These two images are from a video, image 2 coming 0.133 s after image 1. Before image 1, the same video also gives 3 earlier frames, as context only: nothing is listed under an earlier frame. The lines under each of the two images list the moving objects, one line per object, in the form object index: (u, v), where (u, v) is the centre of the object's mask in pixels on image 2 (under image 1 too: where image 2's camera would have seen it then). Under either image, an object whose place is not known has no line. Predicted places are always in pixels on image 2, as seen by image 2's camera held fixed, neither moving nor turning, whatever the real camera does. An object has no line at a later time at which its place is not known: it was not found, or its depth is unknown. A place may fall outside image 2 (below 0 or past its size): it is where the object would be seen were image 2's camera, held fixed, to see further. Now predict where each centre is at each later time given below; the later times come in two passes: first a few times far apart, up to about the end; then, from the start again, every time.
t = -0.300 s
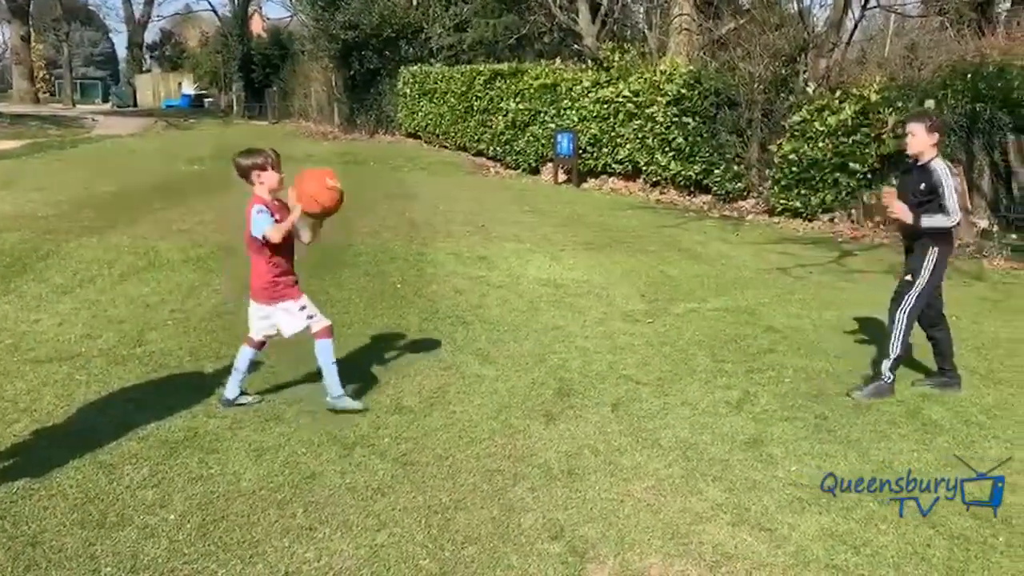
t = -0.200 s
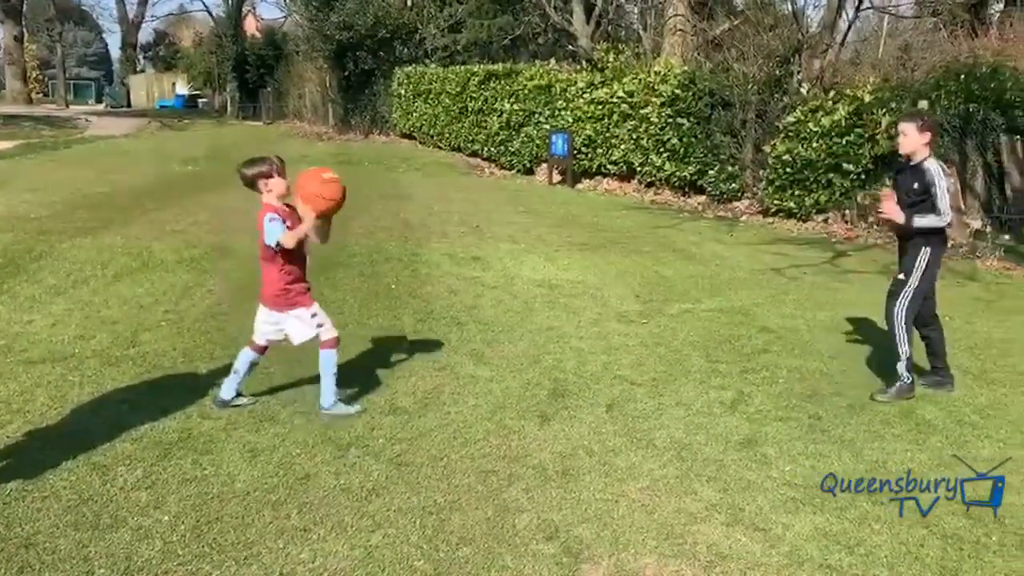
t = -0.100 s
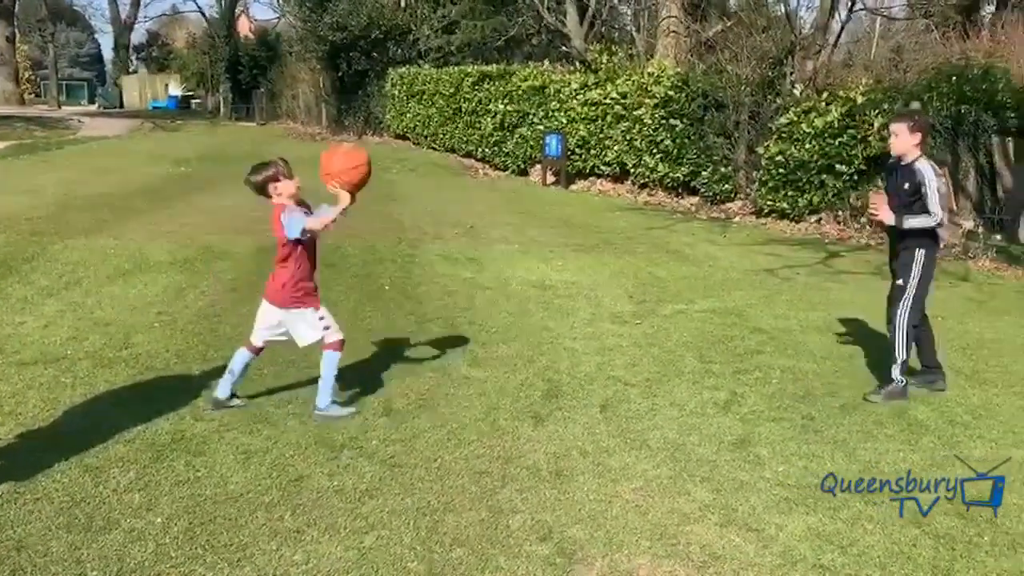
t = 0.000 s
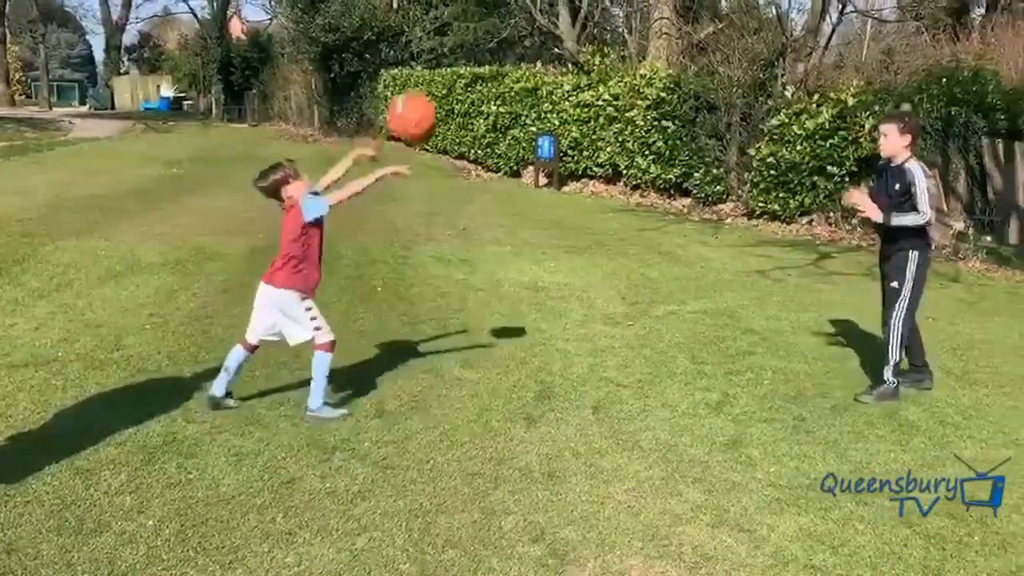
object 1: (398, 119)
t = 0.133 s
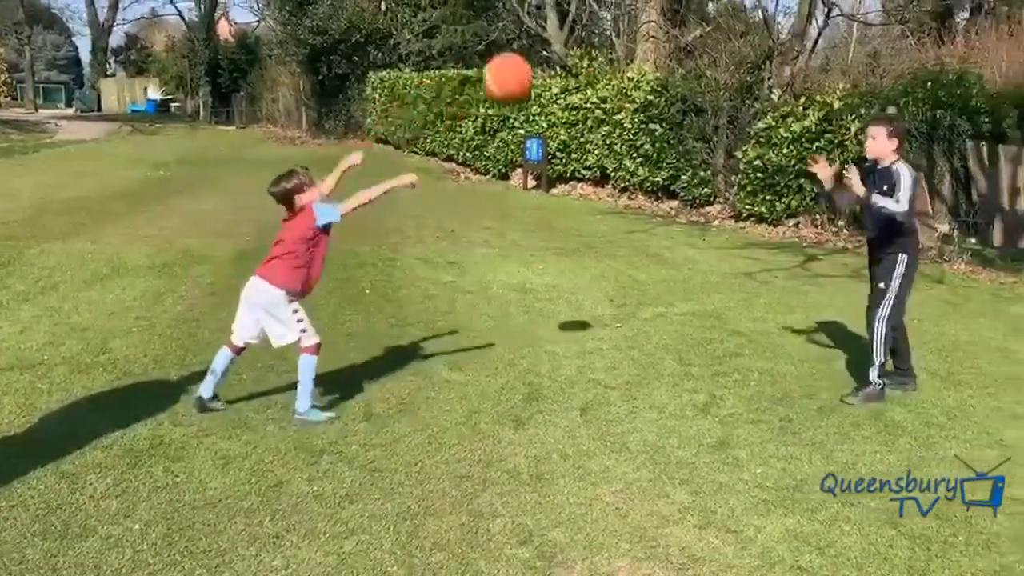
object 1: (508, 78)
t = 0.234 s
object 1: (588, 72)
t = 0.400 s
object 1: (715, 109)
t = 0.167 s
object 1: (535, 73)
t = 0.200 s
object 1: (563, 72)
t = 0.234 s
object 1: (588, 72)
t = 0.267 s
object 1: (614, 75)
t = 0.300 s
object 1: (639, 80)
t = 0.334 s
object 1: (665, 86)
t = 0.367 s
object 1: (689, 96)
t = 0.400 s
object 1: (715, 109)
